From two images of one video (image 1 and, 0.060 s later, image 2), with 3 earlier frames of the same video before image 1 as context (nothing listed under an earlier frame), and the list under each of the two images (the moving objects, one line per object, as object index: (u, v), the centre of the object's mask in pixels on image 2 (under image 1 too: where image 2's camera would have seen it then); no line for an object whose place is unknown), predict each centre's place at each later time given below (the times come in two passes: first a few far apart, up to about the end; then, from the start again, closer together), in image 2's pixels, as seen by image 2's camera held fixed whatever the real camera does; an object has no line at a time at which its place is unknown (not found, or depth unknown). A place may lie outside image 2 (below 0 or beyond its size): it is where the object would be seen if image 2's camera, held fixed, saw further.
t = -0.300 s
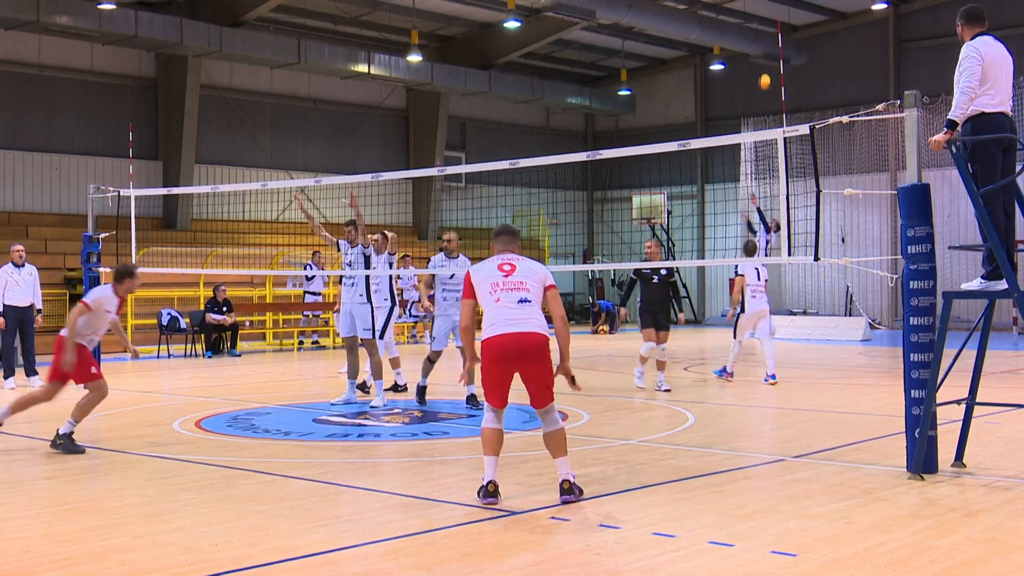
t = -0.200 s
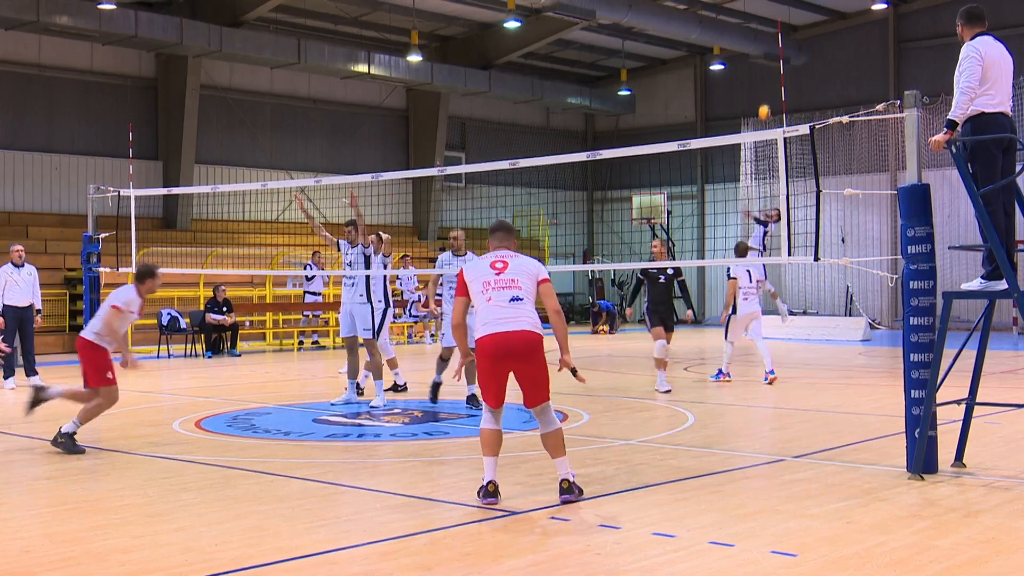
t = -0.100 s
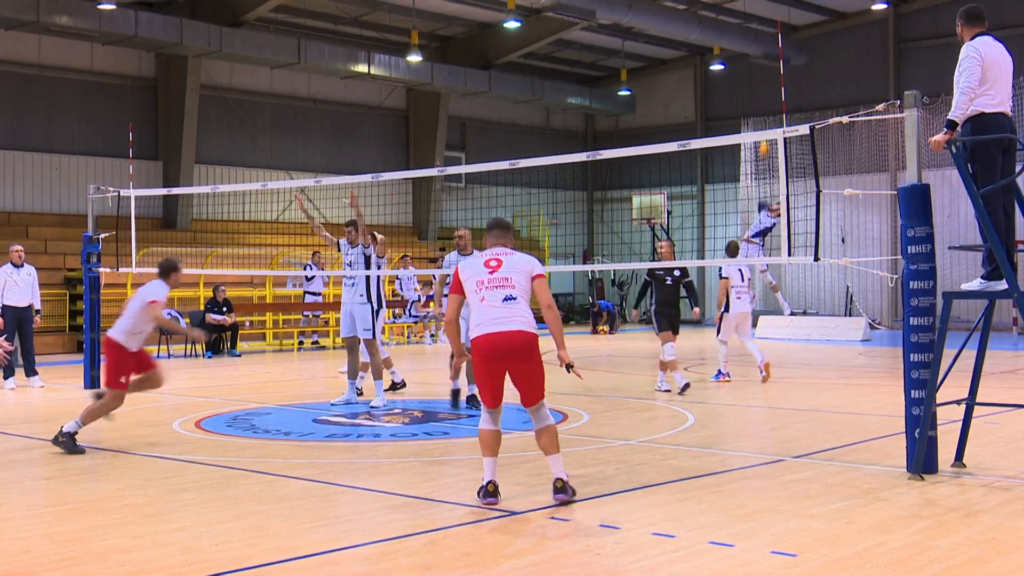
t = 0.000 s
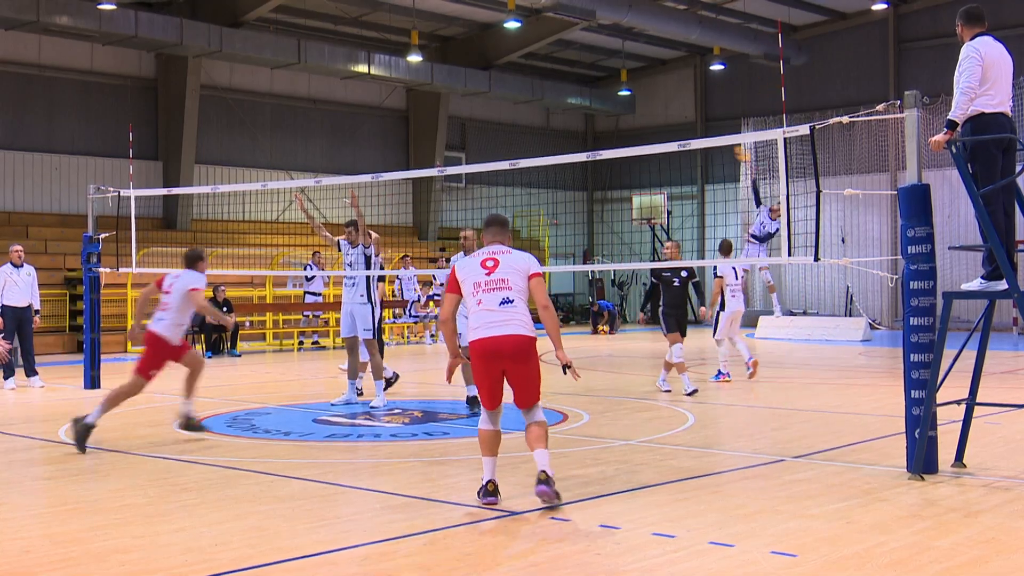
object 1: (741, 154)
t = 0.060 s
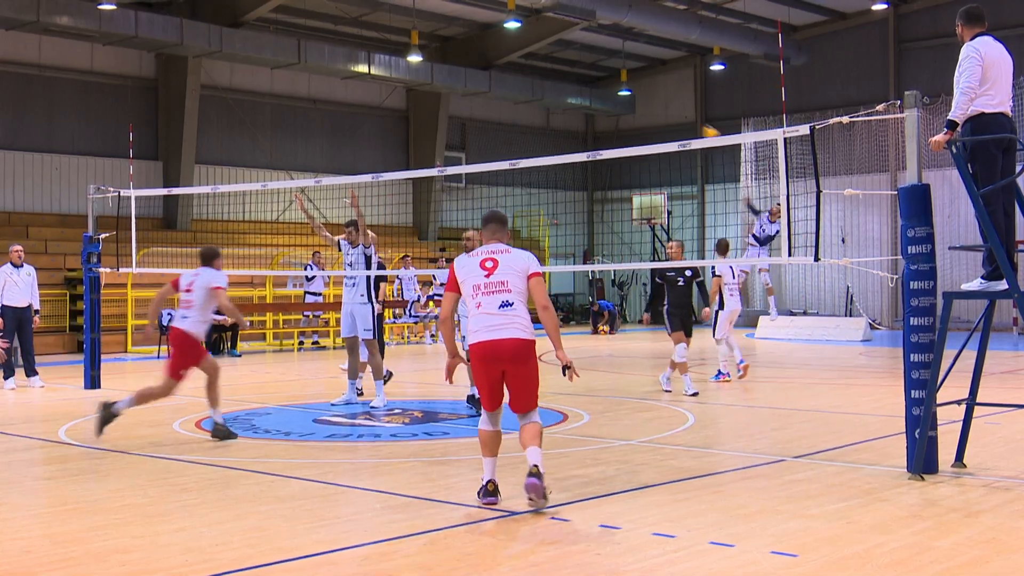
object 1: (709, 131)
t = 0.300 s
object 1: (556, 76)
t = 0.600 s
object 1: (252, 104)
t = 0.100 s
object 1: (689, 122)
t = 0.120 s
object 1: (677, 114)
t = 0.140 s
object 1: (665, 109)
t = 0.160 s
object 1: (653, 104)
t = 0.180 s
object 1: (641, 100)
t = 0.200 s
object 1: (628, 94)
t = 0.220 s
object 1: (614, 90)
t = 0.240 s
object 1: (600, 85)
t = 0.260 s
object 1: (586, 82)
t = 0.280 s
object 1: (571, 79)
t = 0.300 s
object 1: (556, 76)
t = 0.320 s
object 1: (541, 73)
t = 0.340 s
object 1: (525, 72)
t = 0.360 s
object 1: (508, 70)
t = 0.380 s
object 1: (491, 69)
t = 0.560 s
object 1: (304, 90)
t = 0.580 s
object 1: (278, 96)
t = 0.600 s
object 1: (252, 104)
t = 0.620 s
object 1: (225, 112)
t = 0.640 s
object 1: (197, 122)
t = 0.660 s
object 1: (166, 133)
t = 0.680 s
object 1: (135, 145)
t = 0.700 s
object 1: (102, 159)
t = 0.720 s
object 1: (68, 174)
